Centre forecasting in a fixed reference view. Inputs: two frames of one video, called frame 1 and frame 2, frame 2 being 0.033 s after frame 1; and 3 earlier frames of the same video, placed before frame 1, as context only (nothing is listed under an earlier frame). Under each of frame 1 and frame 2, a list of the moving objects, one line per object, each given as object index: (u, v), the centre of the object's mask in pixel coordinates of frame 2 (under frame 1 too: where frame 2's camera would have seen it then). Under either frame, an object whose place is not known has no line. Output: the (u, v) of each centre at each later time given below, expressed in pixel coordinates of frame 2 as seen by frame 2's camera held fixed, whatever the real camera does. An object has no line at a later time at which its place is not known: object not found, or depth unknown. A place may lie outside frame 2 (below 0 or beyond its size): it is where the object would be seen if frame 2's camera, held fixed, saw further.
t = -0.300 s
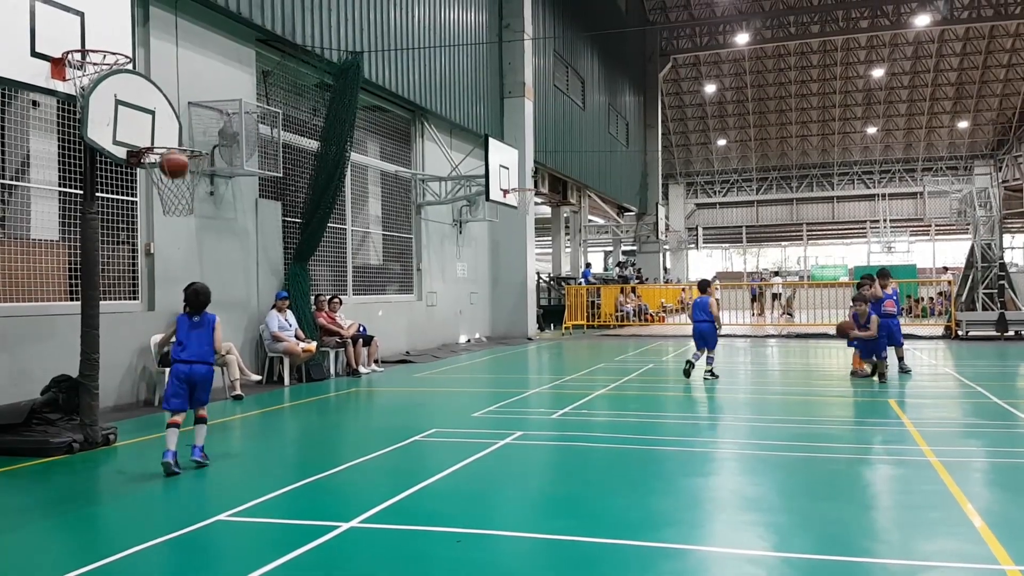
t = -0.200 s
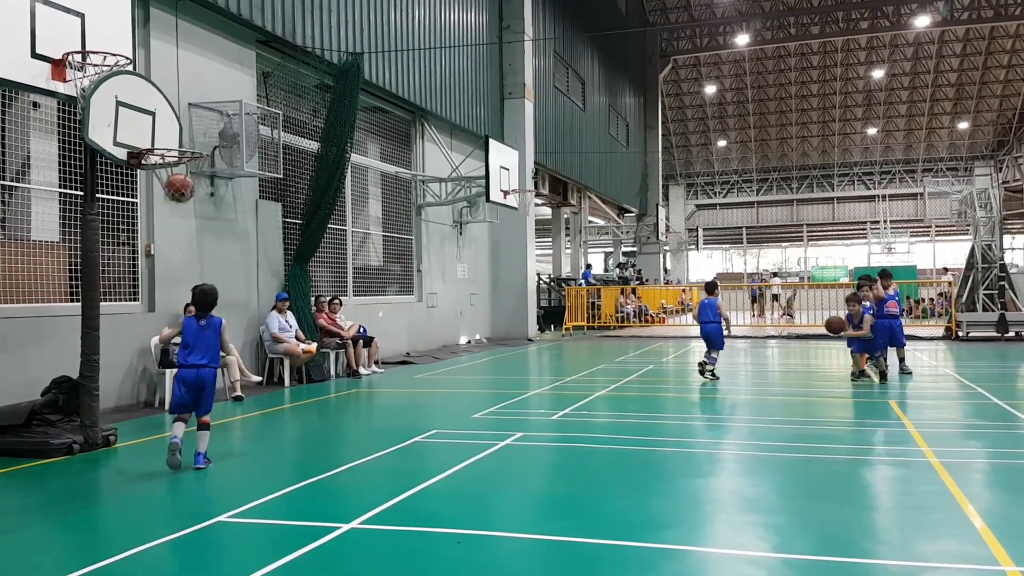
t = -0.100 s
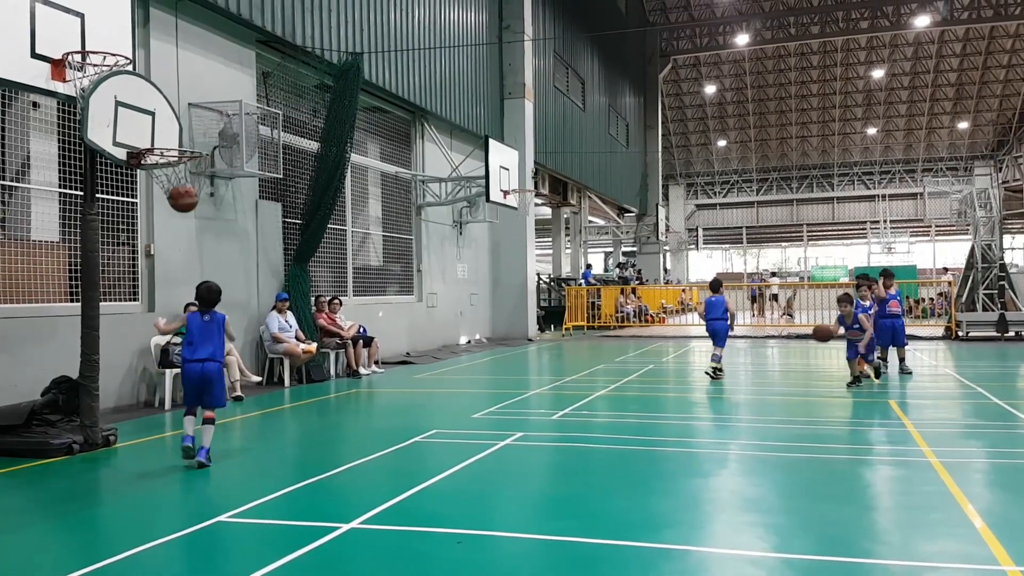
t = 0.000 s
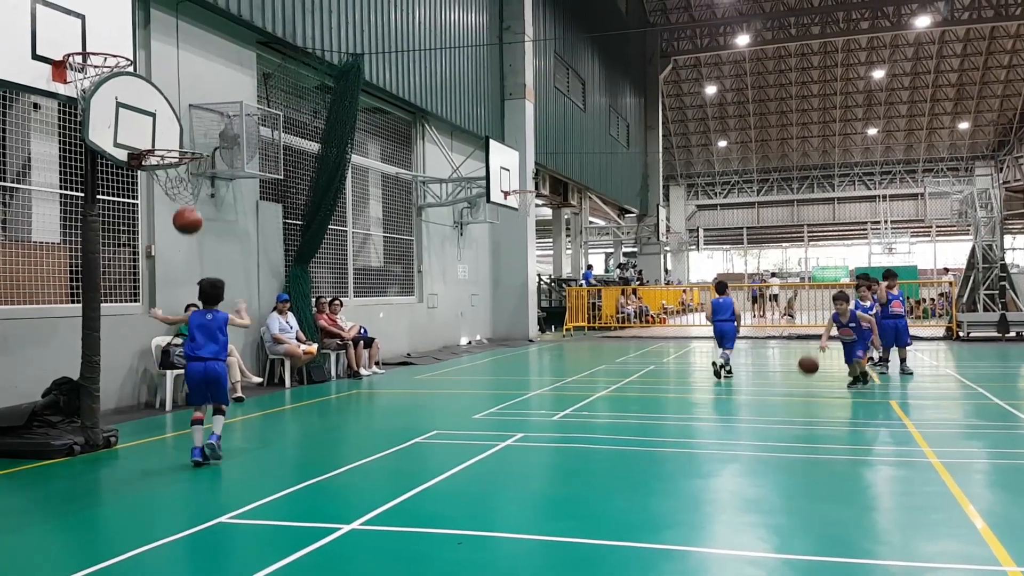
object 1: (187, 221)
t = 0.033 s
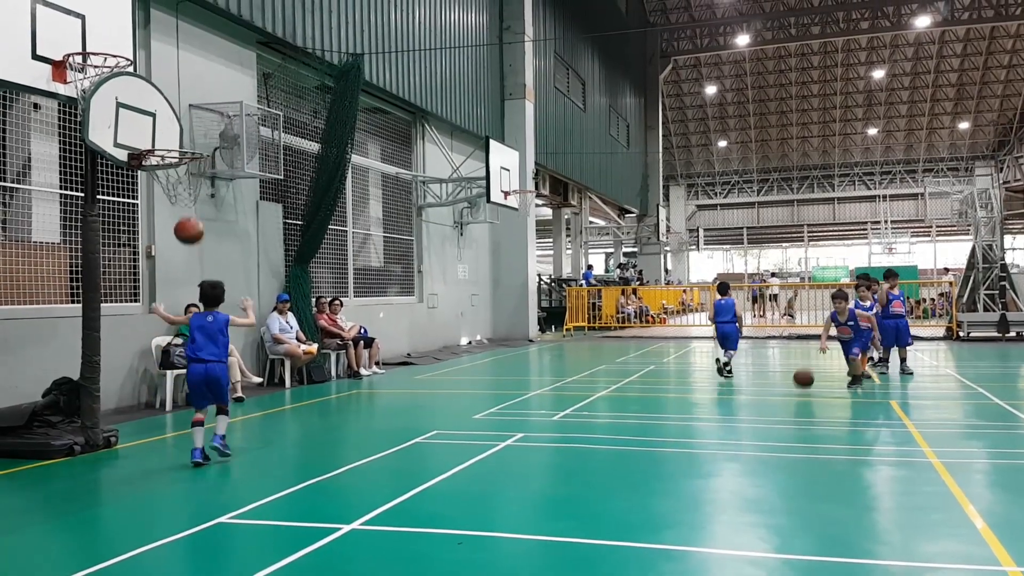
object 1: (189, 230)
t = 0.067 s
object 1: (190, 242)
